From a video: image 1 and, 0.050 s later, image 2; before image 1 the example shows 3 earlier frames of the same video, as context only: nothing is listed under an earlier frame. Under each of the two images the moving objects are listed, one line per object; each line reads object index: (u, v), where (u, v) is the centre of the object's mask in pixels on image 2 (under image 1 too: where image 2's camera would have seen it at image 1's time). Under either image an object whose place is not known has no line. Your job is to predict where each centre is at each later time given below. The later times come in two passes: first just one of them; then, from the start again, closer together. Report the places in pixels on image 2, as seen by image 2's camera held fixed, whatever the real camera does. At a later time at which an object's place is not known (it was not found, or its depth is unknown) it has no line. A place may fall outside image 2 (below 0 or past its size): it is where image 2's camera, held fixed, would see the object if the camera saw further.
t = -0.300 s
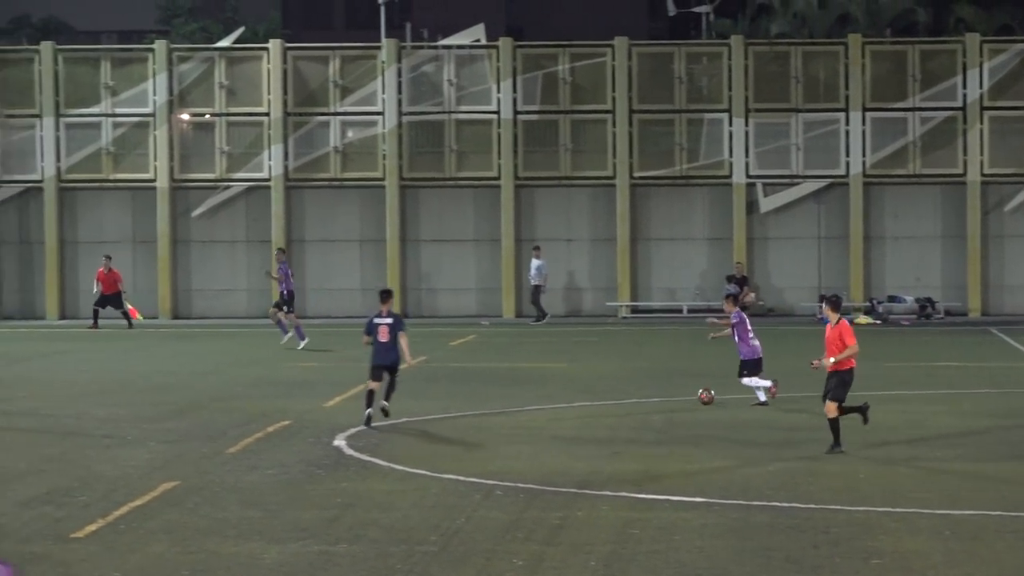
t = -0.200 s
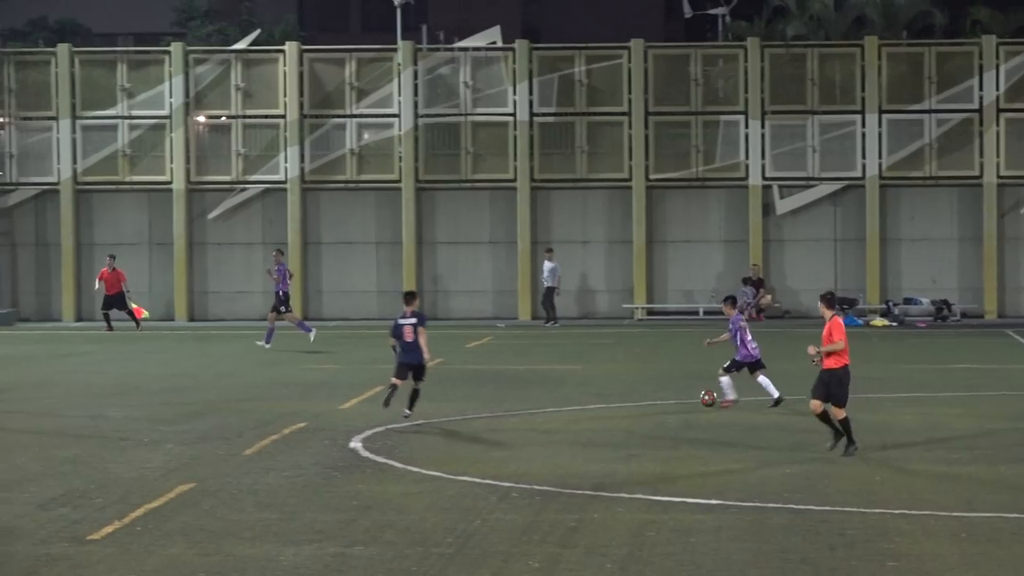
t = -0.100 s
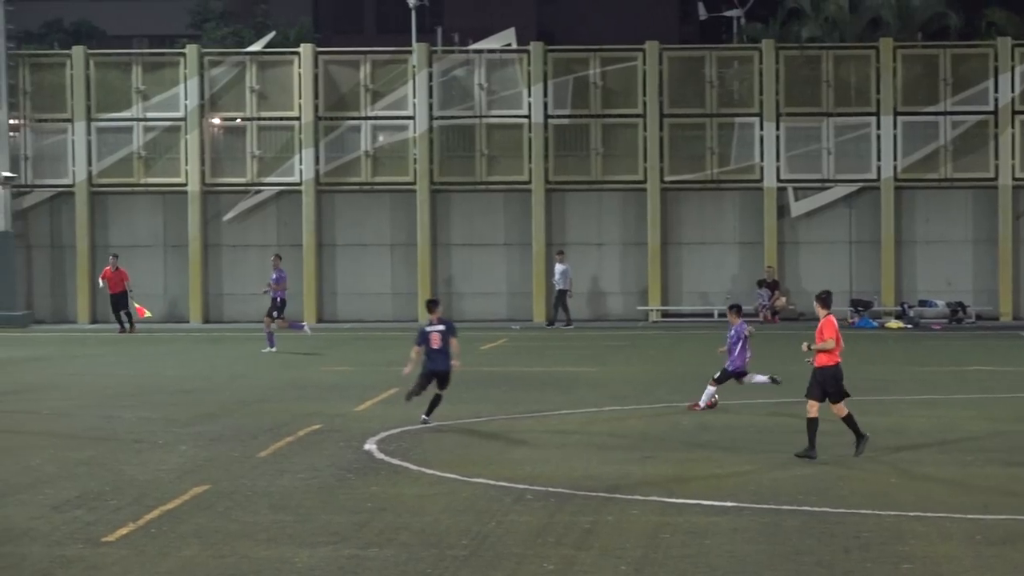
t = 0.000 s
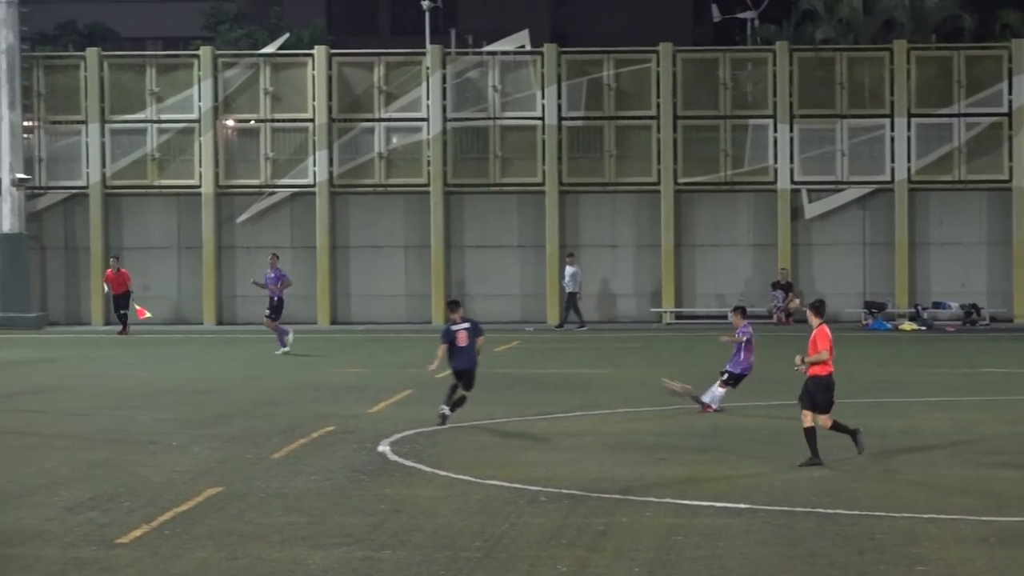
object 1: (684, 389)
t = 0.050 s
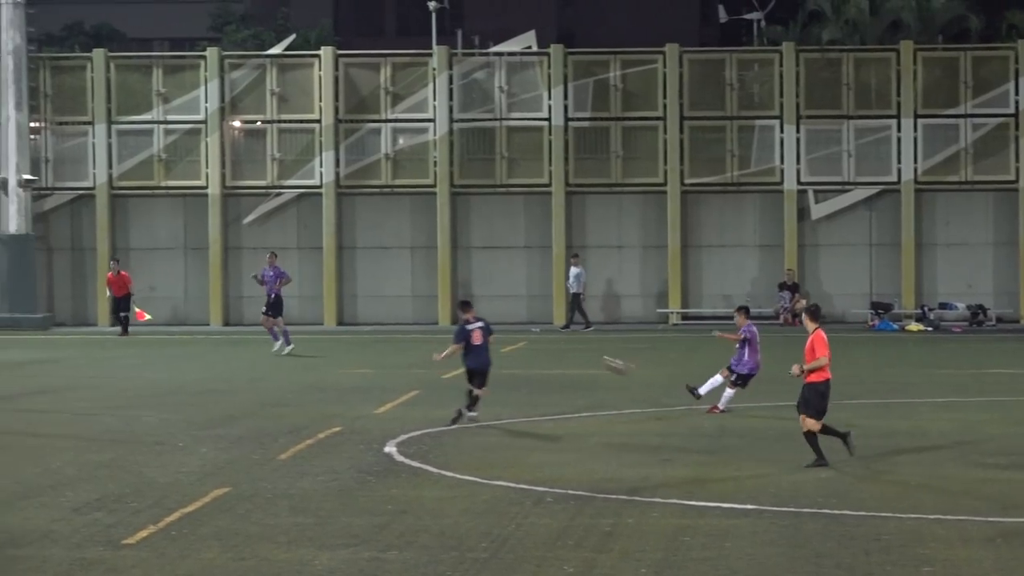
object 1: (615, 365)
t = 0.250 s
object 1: (366, 287)
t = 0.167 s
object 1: (462, 314)
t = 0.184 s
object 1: (449, 310)
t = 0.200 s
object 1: (427, 303)
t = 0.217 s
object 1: (408, 299)
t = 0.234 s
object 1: (386, 292)
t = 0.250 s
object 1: (366, 287)
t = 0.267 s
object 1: (344, 280)
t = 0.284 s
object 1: (324, 275)
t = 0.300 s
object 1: (302, 269)
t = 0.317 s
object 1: (284, 264)
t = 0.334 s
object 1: (263, 259)
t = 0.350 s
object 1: (244, 254)
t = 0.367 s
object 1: (223, 250)
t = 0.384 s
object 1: (204, 244)
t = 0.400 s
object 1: (186, 240)
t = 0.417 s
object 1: (168, 235)
